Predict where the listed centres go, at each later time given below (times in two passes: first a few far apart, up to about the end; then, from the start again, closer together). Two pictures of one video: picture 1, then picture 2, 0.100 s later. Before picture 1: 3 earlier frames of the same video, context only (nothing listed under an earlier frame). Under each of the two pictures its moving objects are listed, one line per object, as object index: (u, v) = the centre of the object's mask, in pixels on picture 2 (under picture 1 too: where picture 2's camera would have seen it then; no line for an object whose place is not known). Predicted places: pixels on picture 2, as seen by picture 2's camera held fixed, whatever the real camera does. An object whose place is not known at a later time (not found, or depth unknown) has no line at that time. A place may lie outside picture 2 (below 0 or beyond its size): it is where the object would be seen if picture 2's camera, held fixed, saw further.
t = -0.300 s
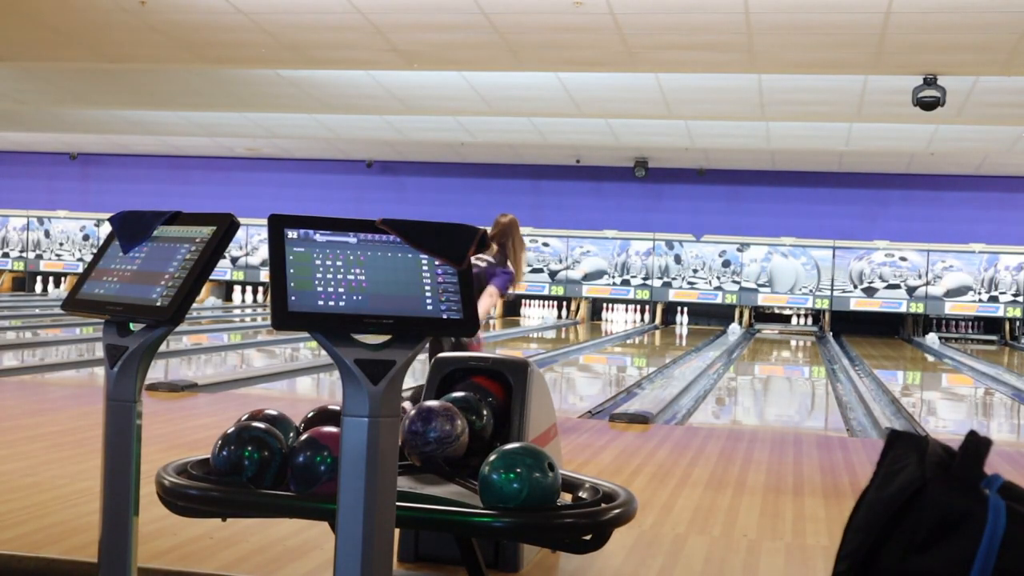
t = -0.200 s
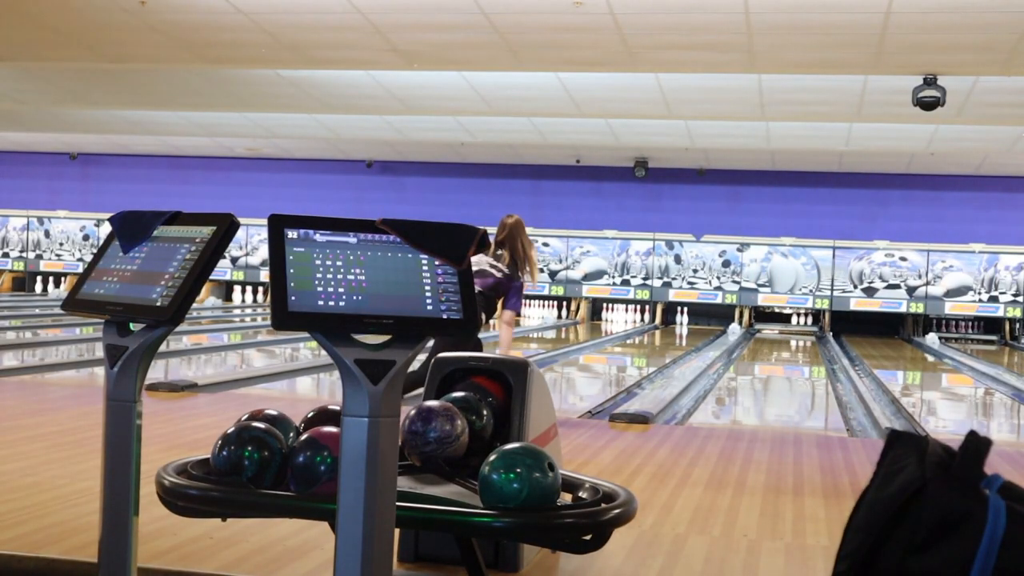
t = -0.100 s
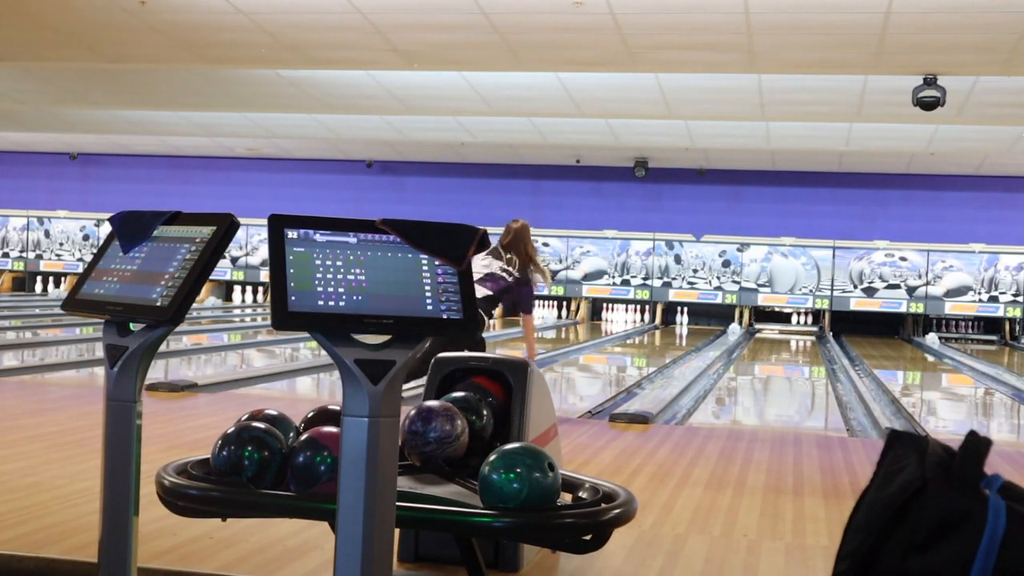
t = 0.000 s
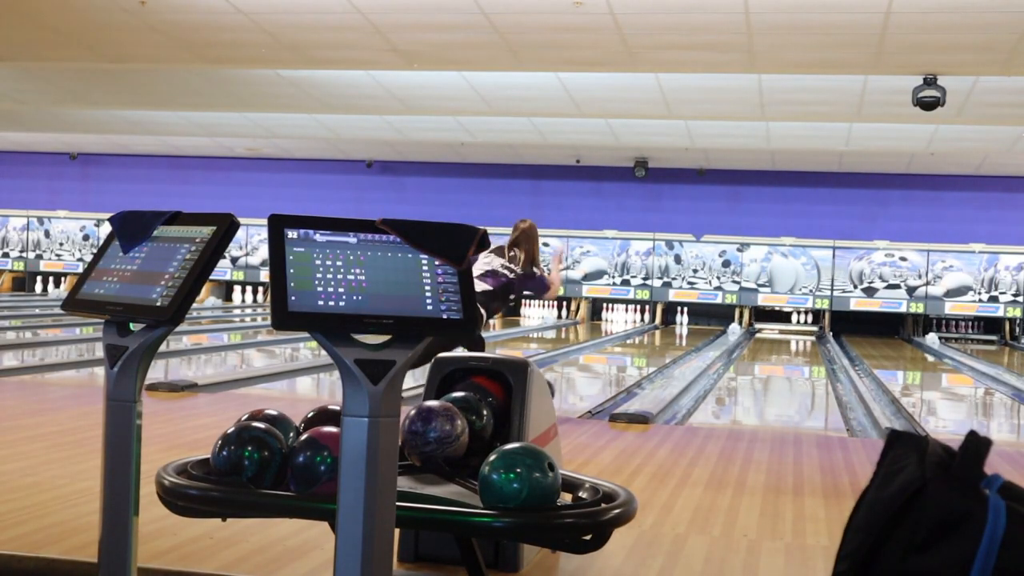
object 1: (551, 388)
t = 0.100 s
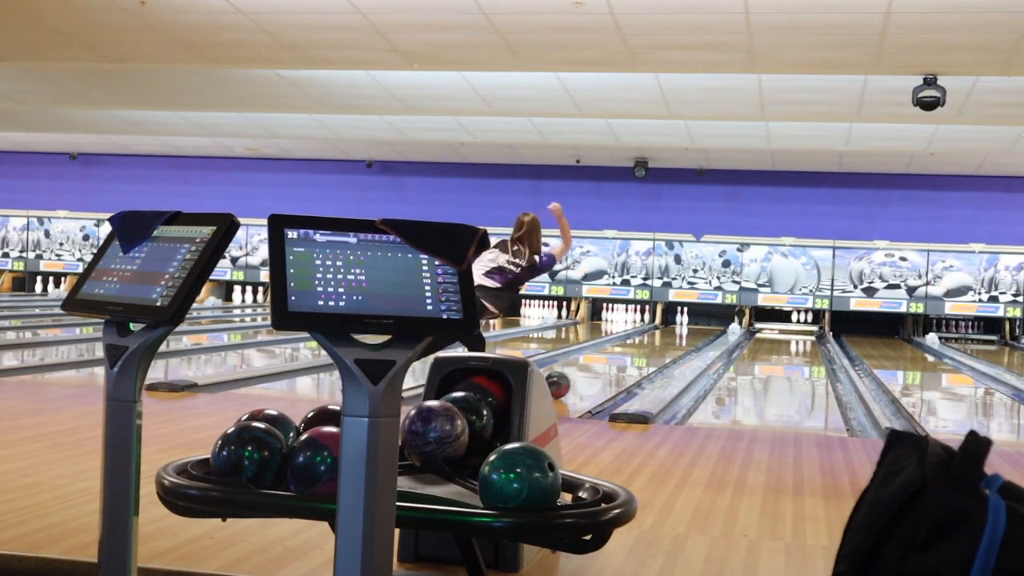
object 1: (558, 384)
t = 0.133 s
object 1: (562, 382)
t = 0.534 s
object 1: (606, 360)
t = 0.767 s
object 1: (624, 352)
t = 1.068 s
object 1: (641, 342)
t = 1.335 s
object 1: (653, 337)
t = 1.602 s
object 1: (663, 332)
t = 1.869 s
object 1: (669, 328)
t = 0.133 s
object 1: (562, 382)
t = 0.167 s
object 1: (566, 380)
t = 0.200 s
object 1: (571, 378)
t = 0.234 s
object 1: (575, 376)
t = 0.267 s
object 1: (579, 374)
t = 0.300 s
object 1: (583, 372)
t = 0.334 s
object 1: (587, 370)
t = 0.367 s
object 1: (590, 368)
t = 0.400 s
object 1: (594, 366)
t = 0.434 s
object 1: (597, 365)
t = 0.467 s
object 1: (600, 363)
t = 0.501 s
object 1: (603, 362)
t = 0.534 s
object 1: (606, 360)
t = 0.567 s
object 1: (609, 359)
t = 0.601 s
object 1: (612, 358)
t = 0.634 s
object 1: (614, 356)
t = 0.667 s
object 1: (617, 355)
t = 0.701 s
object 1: (619, 353)
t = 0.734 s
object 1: (621, 353)
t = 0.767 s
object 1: (624, 352)
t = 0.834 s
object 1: (629, 349)
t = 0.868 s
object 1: (630, 348)
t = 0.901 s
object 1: (632, 346)
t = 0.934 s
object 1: (635, 346)
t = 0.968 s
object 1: (636, 345)
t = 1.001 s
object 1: (638, 344)
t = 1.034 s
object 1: (640, 343)
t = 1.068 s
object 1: (641, 342)
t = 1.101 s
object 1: (643, 342)
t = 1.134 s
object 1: (644, 341)
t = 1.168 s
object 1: (646, 340)
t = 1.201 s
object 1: (648, 339)
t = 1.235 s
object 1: (650, 338)
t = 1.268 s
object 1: (650, 338)
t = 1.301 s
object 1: (652, 338)
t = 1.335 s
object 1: (653, 337)
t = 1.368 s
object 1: (655, 335)
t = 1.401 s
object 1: (656, 335)
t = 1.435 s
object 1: (658, 334)
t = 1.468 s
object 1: (659, 334)
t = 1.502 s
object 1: (660, 333)
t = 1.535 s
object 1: (661, 333)
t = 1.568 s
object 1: (662, 332)
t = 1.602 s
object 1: (663, 332)
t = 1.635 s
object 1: (664, 331)
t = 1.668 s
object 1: (666, 330)
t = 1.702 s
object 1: (667, 330)
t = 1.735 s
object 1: (667, 330)
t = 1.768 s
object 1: (668, 329)
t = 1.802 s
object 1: (668, 329)
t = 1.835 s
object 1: (669, 328)
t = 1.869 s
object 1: (669, 328)
